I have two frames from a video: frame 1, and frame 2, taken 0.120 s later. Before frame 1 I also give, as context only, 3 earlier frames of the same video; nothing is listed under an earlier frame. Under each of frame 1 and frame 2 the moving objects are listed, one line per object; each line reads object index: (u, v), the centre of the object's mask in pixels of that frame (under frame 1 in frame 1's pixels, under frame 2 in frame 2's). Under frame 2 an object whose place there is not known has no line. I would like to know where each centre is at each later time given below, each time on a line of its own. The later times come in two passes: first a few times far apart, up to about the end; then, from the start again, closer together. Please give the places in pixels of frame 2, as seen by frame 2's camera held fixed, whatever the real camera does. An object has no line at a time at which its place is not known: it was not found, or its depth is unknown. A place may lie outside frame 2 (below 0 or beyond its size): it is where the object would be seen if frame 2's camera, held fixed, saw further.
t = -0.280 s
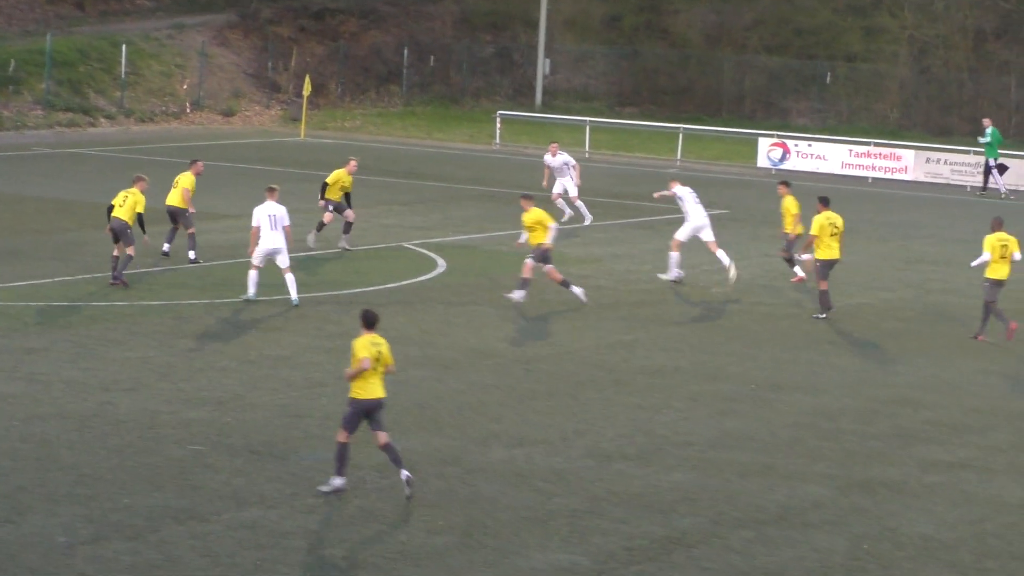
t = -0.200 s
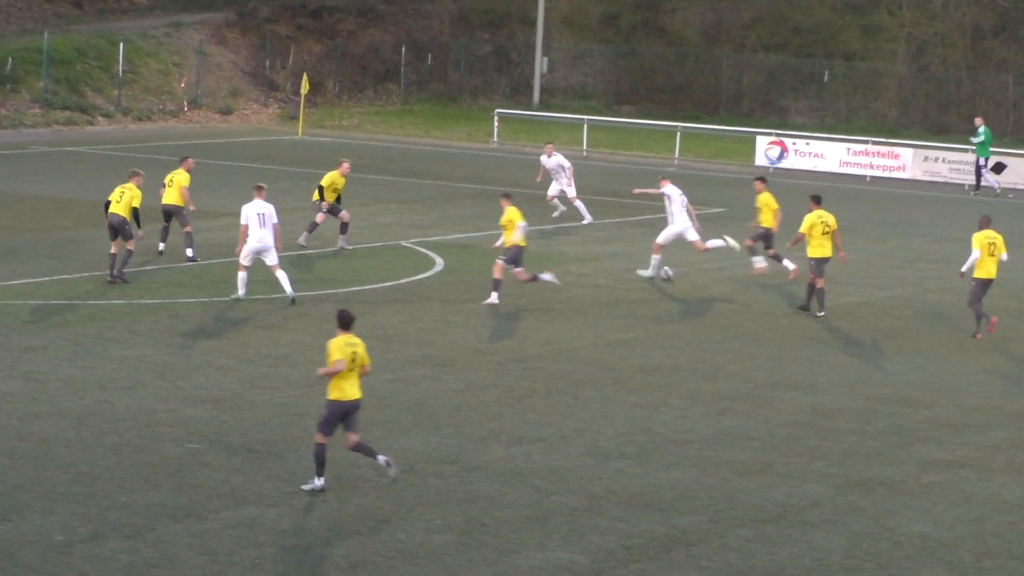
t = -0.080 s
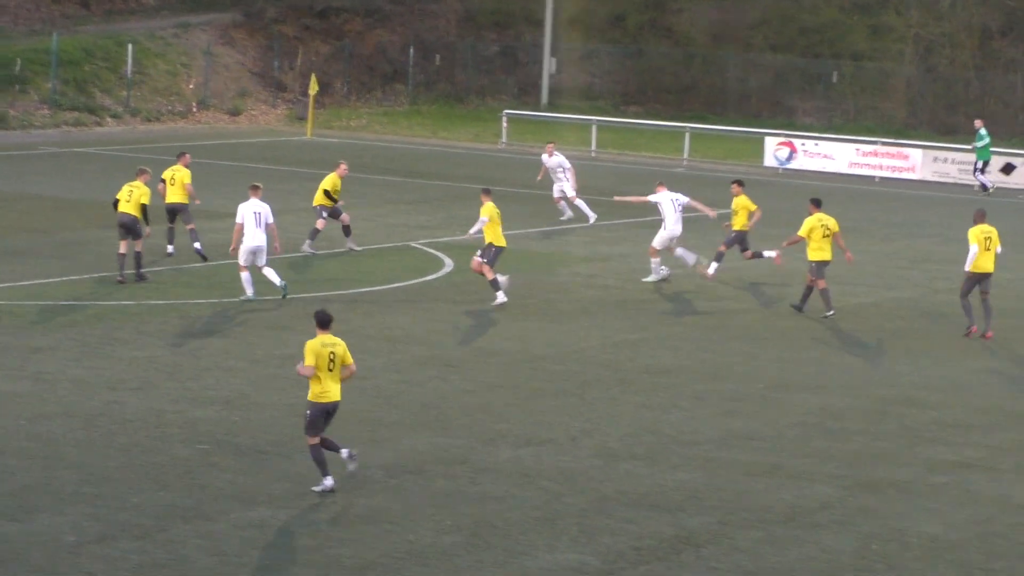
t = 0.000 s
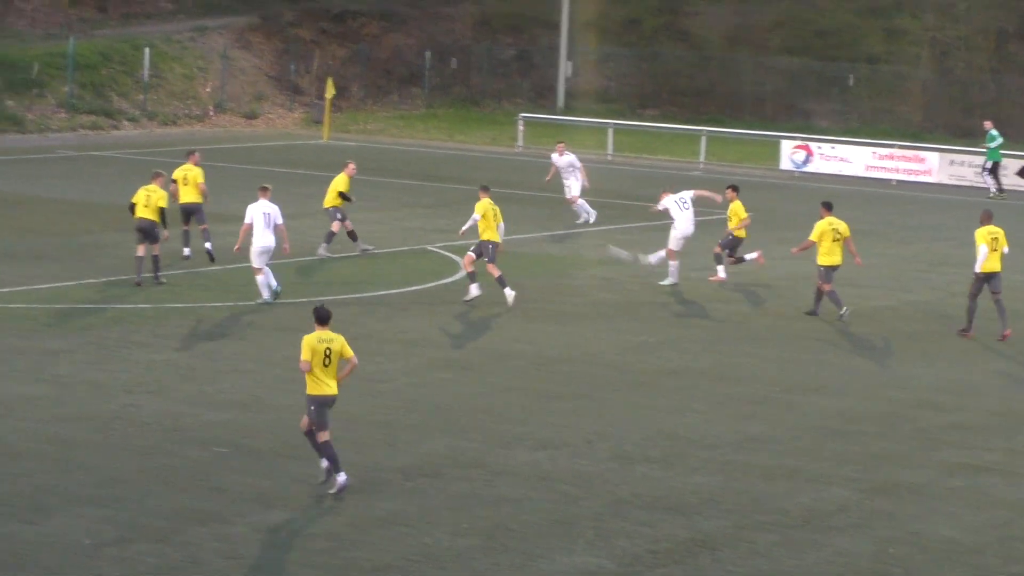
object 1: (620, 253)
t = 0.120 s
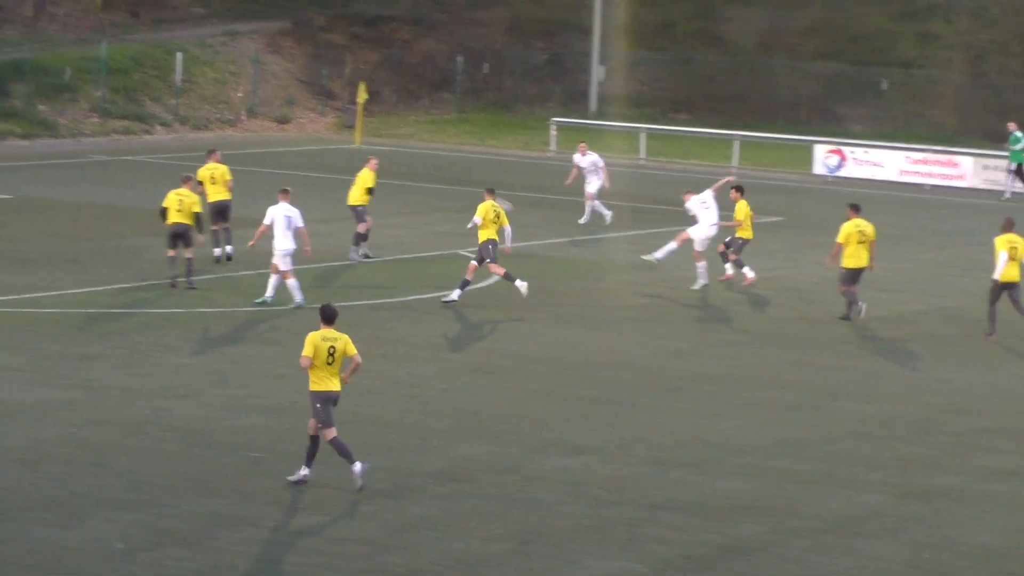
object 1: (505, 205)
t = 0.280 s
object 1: (338, 150)
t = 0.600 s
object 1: (13, 53)
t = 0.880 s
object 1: (-270, -10)
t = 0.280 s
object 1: (338, 150)
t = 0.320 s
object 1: (295, 136)
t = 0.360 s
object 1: (252, 123)
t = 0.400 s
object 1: (210, 110)
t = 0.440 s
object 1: (173, 97)
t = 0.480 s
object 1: (131, 86)
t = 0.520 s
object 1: (92, 75)
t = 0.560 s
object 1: (52, 64)
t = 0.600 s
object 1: (13, 53)
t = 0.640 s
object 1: (-26, 42)
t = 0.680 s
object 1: (-66, 33)
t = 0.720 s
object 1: (-107, 22)
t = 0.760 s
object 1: (-146, 14)
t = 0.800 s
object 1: (-187, 5)
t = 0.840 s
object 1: (-228, -3)
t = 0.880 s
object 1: (-270, -10)
